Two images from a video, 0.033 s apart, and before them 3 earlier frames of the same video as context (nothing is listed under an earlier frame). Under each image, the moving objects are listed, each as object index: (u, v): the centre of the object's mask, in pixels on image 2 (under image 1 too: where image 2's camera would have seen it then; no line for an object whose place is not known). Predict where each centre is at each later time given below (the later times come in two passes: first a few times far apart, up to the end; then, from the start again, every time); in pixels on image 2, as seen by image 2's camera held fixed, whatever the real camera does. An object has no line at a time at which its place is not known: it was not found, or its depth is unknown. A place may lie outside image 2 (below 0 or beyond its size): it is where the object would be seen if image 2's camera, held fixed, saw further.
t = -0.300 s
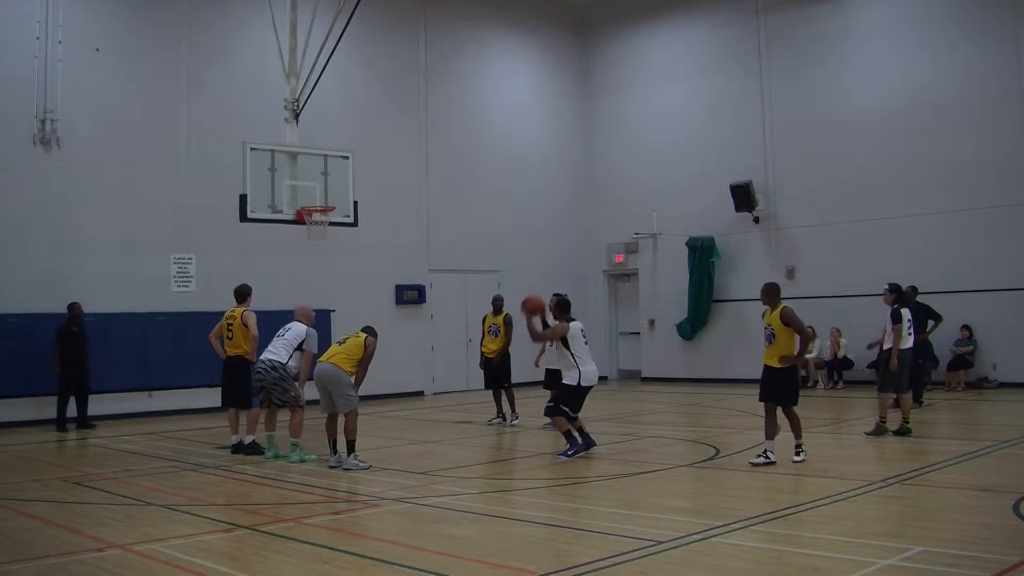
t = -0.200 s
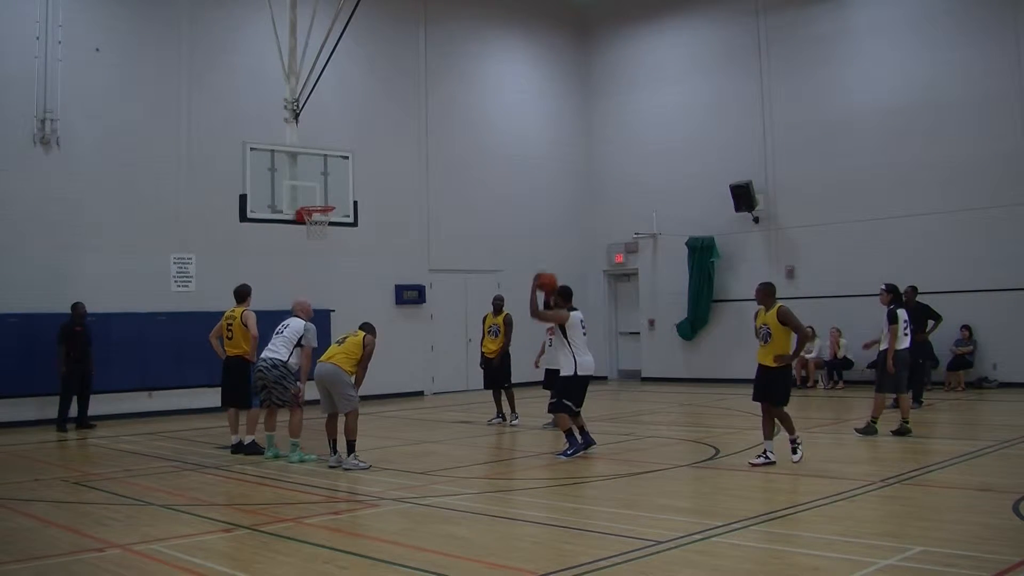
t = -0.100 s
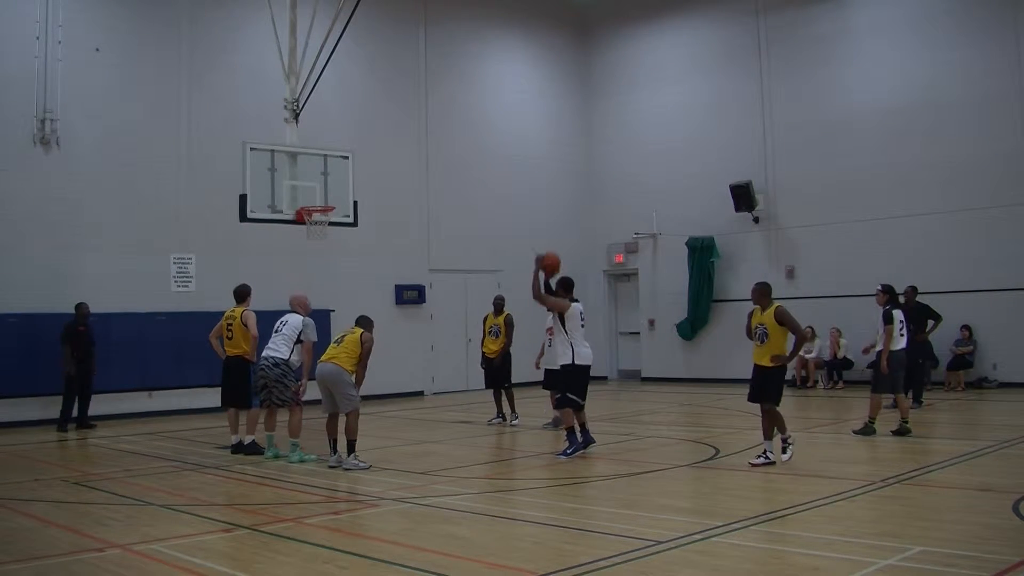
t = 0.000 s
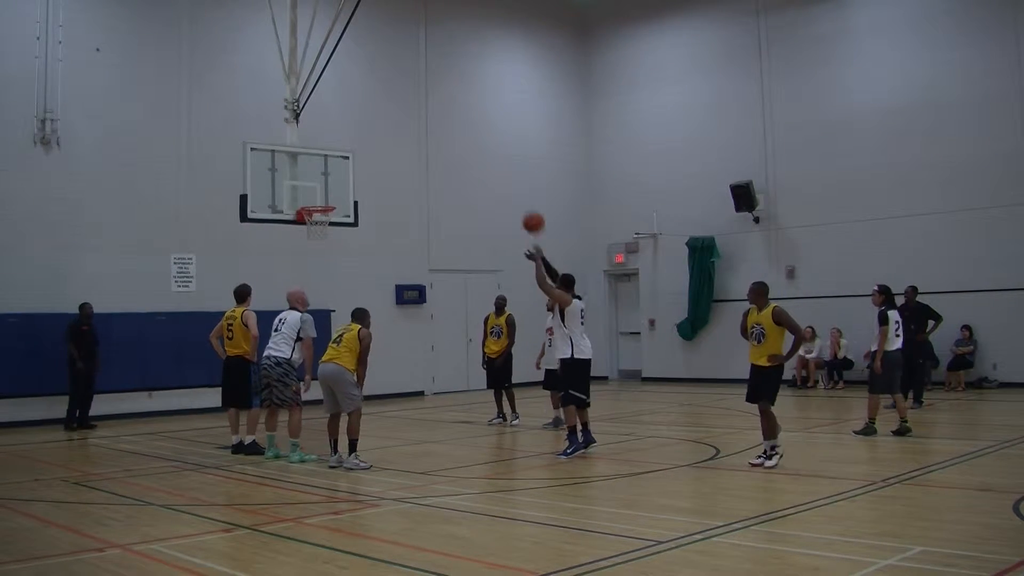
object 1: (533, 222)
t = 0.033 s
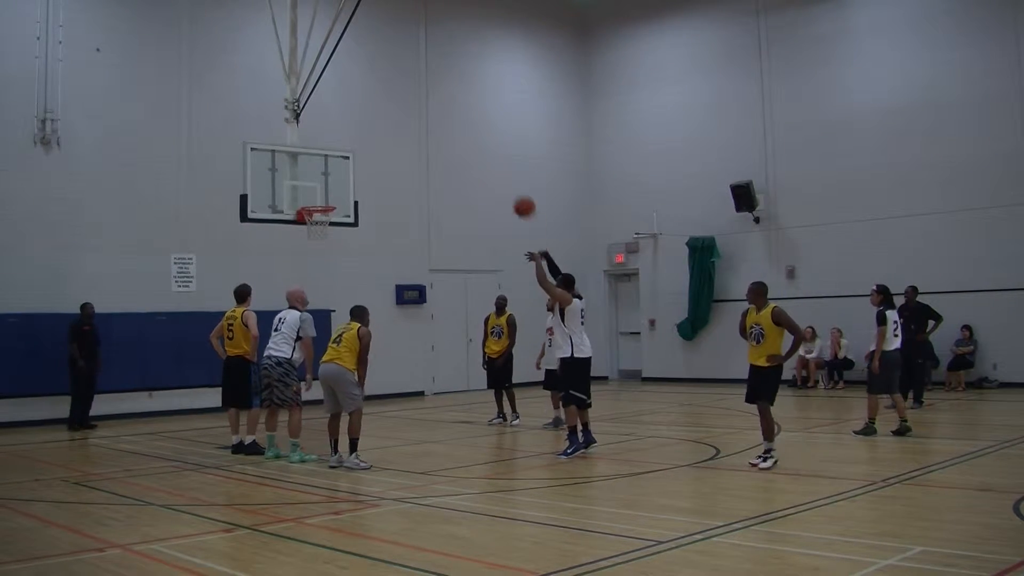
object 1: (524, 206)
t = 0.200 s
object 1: (481, 148)
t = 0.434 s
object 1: (427, 110)
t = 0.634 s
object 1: (387, 113)
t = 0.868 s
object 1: (345, 152)
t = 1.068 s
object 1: (314, 214)
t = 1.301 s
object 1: (305, 267)
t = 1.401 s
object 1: (303, 298)
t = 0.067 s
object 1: (515, 192)
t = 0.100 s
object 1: (506, 180)
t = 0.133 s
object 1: (497, 168)
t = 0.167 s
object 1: (489, 157)
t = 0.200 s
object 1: (481, 148)
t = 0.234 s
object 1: (472, 139)
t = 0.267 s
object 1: (465, 132)
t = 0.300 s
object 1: (457, 126)
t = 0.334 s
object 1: (449, 121)
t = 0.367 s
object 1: (442, 116)
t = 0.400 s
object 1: (434, 113)
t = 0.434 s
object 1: (427, 110)
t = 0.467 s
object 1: (420, 108)
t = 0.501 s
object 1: (413, 108)
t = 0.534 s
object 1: (407, 108)
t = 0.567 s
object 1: (400, 109)
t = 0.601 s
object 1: (394, 111)
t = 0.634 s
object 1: (387, 113)
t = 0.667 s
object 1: (381, 116)
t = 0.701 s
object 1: (374, 121)
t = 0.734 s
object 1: (369, 125)
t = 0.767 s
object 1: (362, 131)
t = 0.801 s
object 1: (356, 137)
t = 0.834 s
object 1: (350, 144)
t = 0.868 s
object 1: (345, 152)
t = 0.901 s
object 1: (339, 161)
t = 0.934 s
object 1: (333, 170)
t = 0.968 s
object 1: (328, 179)
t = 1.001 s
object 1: (323, 190)
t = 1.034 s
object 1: (317, 199)
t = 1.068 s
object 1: (314, 214)
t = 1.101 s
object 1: (308, 223)
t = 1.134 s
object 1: (307, 228)
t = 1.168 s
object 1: (306, 235)
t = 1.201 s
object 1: (306, 242)
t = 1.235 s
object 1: (305, 250)
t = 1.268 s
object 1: (305, 258)
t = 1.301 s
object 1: (305, 267)
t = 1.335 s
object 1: (304, 277)
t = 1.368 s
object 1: (304, 287)
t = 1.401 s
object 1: (303, 298)
